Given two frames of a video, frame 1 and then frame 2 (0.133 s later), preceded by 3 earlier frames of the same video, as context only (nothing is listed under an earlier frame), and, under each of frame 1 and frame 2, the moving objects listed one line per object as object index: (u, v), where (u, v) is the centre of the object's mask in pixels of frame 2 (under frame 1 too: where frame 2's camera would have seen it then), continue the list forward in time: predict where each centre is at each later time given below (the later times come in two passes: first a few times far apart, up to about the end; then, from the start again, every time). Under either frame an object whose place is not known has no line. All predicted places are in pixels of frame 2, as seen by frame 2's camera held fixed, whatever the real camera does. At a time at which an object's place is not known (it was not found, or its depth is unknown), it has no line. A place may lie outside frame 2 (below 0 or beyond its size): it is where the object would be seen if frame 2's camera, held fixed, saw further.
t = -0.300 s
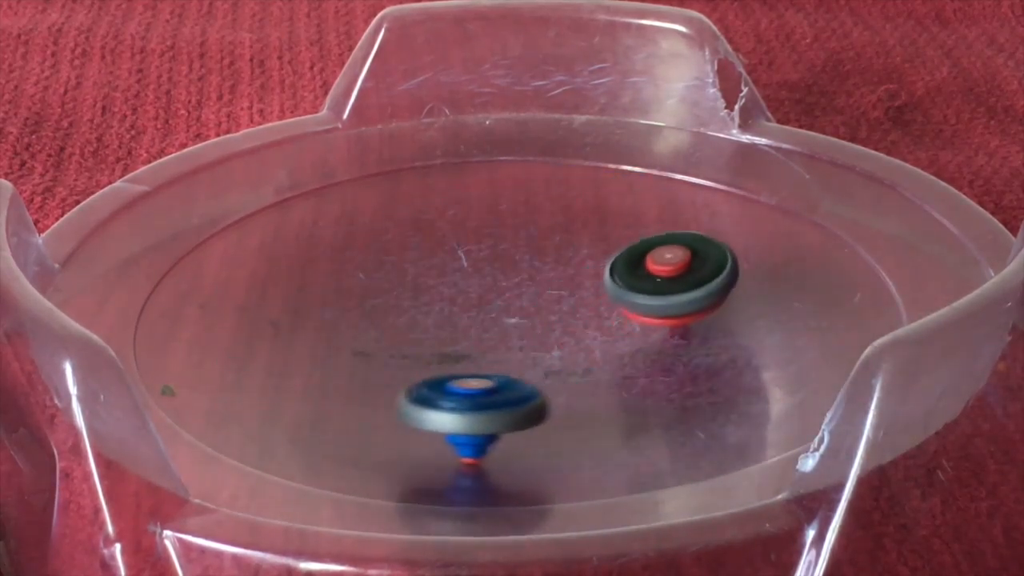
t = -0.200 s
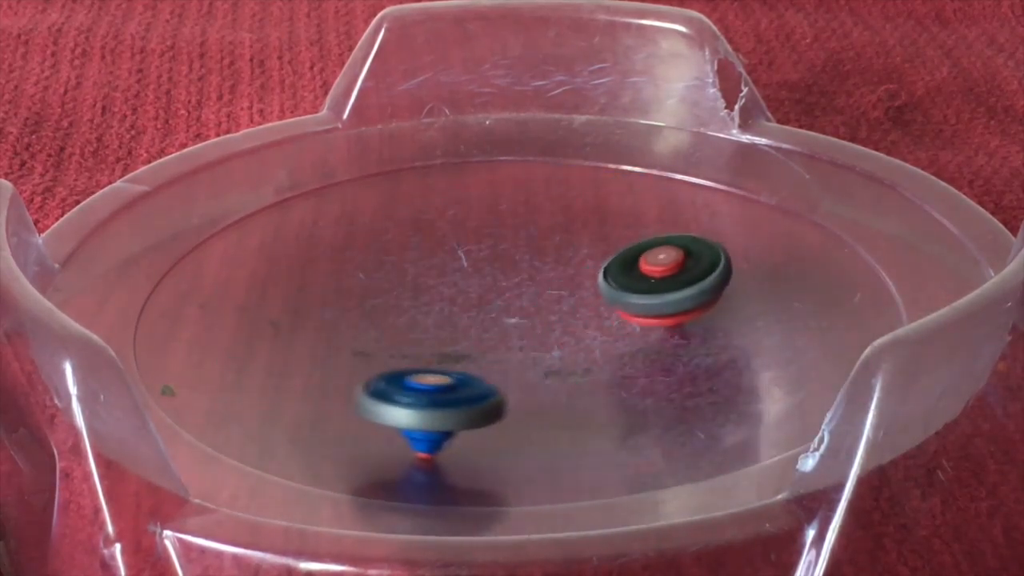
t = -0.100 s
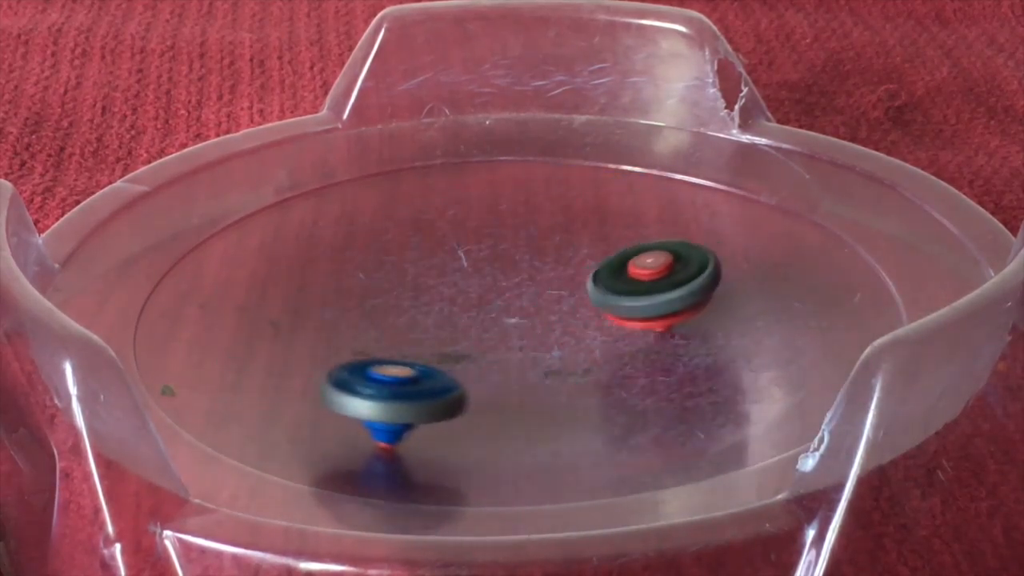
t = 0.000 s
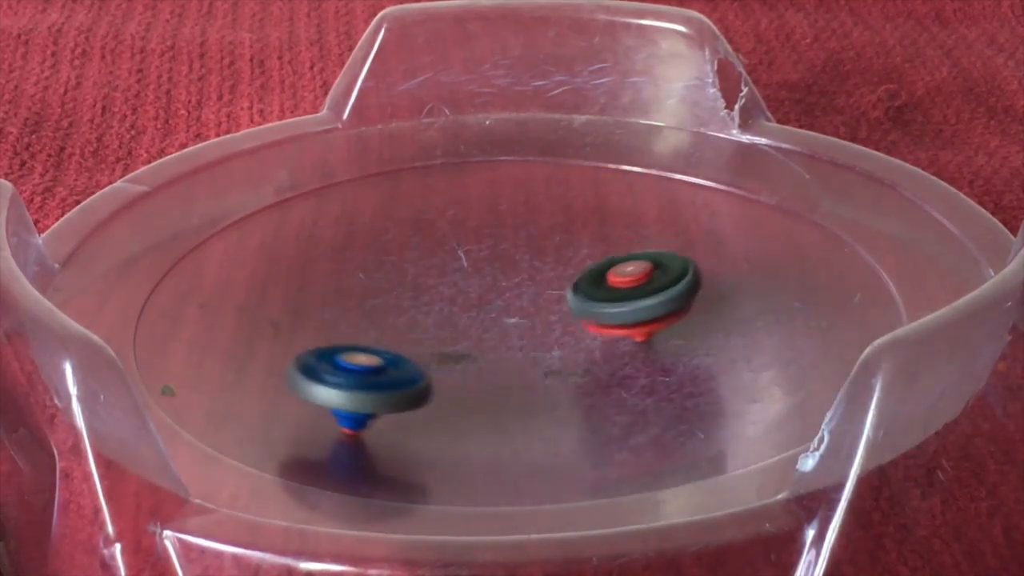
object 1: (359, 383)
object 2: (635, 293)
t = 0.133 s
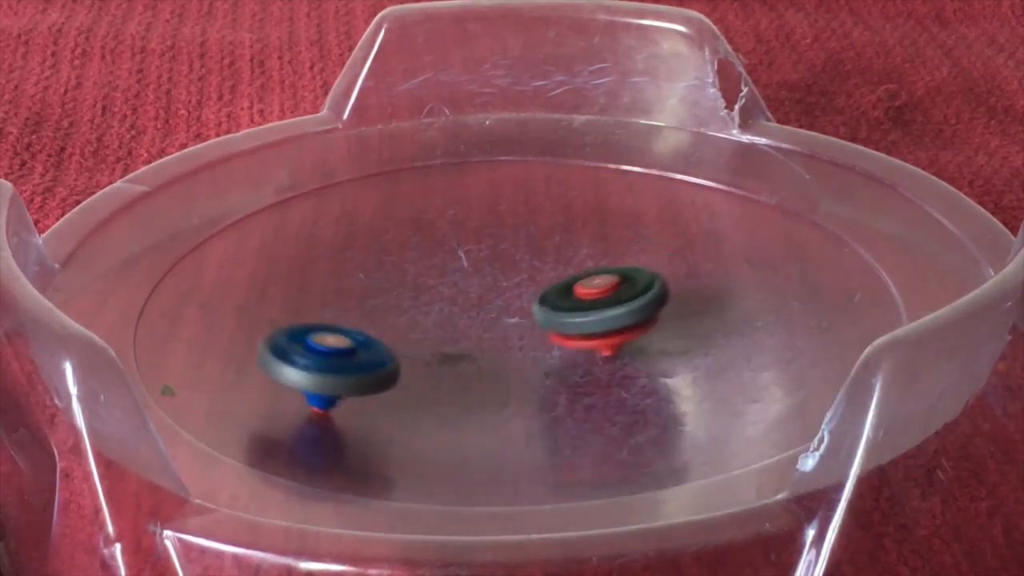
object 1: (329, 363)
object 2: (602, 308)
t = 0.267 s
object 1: (318, 343)
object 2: (559, 321)
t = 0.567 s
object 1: (268, 253)
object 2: (634, 372)
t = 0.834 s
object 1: (219, 224)
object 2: (756, 359)
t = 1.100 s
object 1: (362, 289)
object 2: (712, 338)
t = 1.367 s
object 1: (501, 315)
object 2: (724, 307)
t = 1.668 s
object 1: (636, 322)
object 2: (777, 272)
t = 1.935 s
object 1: (632, 330)
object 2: (764, 252)
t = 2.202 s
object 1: (553, 363)
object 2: (674, 271)
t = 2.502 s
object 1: (498, 380)
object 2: (476, 302)
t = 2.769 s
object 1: (447, 359)
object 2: (336, 312)
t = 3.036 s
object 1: (470, 356)
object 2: (212, 236)
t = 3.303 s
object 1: (476, 330)
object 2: (232, 230)
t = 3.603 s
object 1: (472, 323)
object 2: (348, 285)
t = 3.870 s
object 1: (625, 348)
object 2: (398, 323)
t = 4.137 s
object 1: (685, 357)
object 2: (509, 379)
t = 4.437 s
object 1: (620, 346)
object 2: (494, 411)
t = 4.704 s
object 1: (518, 327)
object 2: (465, 406)
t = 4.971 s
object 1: (443, 291)
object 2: (483, 368)
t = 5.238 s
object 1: (377, 256)
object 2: (648, 338)
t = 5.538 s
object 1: (408, 291)
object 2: (759, 286)
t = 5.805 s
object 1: (445, 345)
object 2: (739, 289)
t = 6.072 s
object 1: (421, 384)
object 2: (586, 310)
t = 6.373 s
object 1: (384, 386)
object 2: (348, 295)
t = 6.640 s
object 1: (445, 365)
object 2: (306, 283)
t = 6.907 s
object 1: (548, 352)
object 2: (349, 305)
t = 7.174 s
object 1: (636, 360)
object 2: (492, 357)
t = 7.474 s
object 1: (589, 367)
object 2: (439, 365)
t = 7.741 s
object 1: (559, 337)
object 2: (409, 341)
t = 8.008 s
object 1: (614, 311)
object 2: (459, 321)
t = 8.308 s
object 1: (622, 334)
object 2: (497, 330)
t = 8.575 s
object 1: (620, 396)
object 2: (448, 331)
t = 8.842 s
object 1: (634, 380)
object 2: (436, 328)
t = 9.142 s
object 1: (603, 390)
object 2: (457, 335)
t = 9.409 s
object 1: (618, 382)
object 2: (469, 352)
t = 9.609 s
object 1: (616, 383)
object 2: (458, 356)
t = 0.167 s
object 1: (324, 358)
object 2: (592, 311)
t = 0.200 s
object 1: (322, 353)
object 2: (582, 315)
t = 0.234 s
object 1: (320, 347)
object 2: (571, 318)
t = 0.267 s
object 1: (318, 343)
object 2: (559, 321)
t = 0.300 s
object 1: (319, 338)
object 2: (549, 325)
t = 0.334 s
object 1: (321, 334)
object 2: (537, 328)
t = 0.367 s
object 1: (326, 330)
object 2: (526, 331)
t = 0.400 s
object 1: (333, 326)
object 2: (515, 334)
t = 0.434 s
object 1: (341, 321)
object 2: (503, 336)
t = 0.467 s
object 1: (350, 316)
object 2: (492, 338)
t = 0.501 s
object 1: (343, 304)
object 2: (494, 343)
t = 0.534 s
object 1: (296, 273)
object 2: (572, 362)
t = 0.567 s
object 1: (268, 253)
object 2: (634, 372)
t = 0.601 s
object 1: (252, 242)
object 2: (679, 375)
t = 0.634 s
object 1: (239, 235)
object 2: (714, 375)
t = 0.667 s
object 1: (227, 228)
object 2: (733, 373)
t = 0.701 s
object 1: (218, 221)
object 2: (741, 371)
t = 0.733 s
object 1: (210, 216)
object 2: (748, 368)
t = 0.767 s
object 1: (209, 215)
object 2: (753, 364)
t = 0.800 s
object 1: (213, 220)
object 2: (756, 362)
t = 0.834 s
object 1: (219, 224)
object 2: (756, 359)
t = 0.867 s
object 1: (228, 227)
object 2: (755, 356)
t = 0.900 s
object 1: (241, 232)
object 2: (752, 354)
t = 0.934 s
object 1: (256, 239)
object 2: (749, 351)
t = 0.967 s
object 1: (273, 247)
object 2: (743, 348)
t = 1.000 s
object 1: (292, 259)
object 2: (737, 346)
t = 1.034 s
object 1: (314, 270)
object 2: (730, 343)
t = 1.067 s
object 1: (337, 280)
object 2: (721, 341)
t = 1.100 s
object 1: (362, 289)
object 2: (712, 338)
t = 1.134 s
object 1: (387, 295)
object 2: (701, 336)
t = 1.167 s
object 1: (415, 302)
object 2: (690, 333)
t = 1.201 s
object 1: (440, 307)
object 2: (677, 329)
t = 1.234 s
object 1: (468, 312)
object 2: (661, 326)
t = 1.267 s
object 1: (494, 314)
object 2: (645, 322)
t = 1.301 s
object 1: (510, 318)
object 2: (646, 317)
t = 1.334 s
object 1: (506, 316)
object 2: (672, 308)
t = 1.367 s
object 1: (501, 315)
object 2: (724, 307)
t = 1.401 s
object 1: (505, 315)
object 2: (757, 302)
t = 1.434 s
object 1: (518, 316)
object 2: (777, 298)
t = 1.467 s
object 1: (535, 319)
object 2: (786, 294)
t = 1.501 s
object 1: (554, 322)
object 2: (788, 290)
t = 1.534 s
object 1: (572, 322)
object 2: (788, 286)
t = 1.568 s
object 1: (590, 322)
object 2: (788, 282)
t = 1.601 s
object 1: (605, 322)
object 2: (786, 278)
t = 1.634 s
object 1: (622, 322)
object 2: (782, 274)
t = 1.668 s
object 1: (636, 322)
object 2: (777, 272)
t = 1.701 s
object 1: (651, 320)
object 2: (771, 269)
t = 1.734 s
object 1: (652, 321)
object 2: (782, 261)
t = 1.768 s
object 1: (653, 324)
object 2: (790, 257)
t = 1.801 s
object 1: (655, 324)
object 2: (788, 255)
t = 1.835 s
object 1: (654, 324)
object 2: (784, 253)
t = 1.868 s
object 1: (650, 325)
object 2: (779, 252)
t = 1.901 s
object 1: (642, 328)
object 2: (772, 252)
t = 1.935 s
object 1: (632, 330)
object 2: (764, 252)
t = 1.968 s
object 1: (622, 334)
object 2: (755, 254)
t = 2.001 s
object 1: (612, 338)
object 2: (745, 255)
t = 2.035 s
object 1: (601, 342)
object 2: (734, 257)
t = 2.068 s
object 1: (591, 347)
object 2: (723, 260)
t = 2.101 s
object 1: (581, 351)
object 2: (712, 263)
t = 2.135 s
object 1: (571, 355)
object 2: (700, 265)
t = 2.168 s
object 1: (561, 360)
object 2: (689, 268)
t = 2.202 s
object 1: (553, 363)
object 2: (674, 271)
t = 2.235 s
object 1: (543, 368)
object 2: (659, 274)
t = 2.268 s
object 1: (535, 371)
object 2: (641, 278)
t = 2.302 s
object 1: (528, 375)
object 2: (621, 282)
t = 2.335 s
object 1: (523, 377)
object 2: (601, 286)
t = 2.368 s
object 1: (517, 379)
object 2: (578, 290)
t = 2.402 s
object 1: (513, 380)
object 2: (553, 294)
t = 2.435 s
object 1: (508, 380)
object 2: (527, 297)
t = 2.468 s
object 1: (503, 381)
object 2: (503, 300)
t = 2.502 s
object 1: (498, 380)
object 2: (476, 302)
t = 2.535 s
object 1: (493, 378)
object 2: (454, 304)
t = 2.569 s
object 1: (487, 377)
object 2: (434, 306)
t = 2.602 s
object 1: (481, 374)
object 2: (415, 309)
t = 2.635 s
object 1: (475, 371)
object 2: (396, 310)
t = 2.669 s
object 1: (468, 368)
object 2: (377, 311)
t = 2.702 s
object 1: (463, 366)
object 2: (361, 312)
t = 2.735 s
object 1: (455, 362)
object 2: (347, 312)
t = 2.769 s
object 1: (447, 359)
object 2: (336, 312)
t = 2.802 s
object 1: (441, 356)
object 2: (326, 311)
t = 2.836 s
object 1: (446, 357)
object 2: (299, 297)
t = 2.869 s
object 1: (452, 361)
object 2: (272, 279)
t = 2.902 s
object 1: (455, 362)
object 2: (252, 265)
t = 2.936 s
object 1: (459, 362)
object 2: (239, 254)
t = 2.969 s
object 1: (464, 361)
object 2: (228, 247)
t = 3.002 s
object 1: (468, 359)
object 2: (219, 241)
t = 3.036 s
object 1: (470, 356)
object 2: (212, 236)
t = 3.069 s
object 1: (473, 353)
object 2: (206, 232)
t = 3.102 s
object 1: (475, 350)
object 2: (202, 228)
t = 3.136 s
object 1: (477, 346)
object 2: (200, 225)
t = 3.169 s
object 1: (478, 343)
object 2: (204, 226)
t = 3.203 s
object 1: (479, 340)
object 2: (211, 226)
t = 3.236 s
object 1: (478, 336)
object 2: (217, 228)
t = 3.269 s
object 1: (477, 333)
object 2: (224, 229)
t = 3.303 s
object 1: (476, 330)
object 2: (232, 230)
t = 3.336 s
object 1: (473, 326)
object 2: (239, 232)
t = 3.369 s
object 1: (471, 323)
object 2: (246, 234)
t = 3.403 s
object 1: (468, 320)
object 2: (254, 236)
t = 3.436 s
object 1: (465, 319)
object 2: (263, 240)
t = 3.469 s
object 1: (463, 319)
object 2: (273, 246)
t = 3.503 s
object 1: (460, 320)
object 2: (286, 253)
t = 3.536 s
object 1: (461, 321)
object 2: (303, 262)
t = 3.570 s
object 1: (462, 321)
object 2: (324, 273)
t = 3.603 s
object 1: (472, 323)
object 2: (348, 285)
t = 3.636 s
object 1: (496, 327)
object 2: (356, 289)
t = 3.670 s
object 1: (530, 335)
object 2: (349, 286)
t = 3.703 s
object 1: (554, 340)
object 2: (352, 289)
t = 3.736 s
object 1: (569, 342)
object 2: (359, 295)
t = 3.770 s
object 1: (584, 341)
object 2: (367, 301)
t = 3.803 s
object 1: (599, 344)
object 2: (376, 308)
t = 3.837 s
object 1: (611, 345)
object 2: (386, 315)
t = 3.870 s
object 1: (625, 348)
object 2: (398, 323)
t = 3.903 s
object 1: (635, 350)
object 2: (410, 331)
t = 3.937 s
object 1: (646, 351)
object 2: (426, 340)
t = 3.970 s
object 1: (656, 352)
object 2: (442, 348)
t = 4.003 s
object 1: (665, 353)
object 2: (458, 355)
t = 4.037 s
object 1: (674, 355)
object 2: (471, 362)
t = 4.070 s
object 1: (679, 356)
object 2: (483, 368)
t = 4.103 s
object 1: (685, 357)
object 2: (497, 374)
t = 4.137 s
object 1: (685, 357)
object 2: (509, 379)
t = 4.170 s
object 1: (682, 358)
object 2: (522, 383)
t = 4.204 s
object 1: (676, 358)
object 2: (532, 386)
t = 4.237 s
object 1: (670, 358)
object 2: (540, 390)
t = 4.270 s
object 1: (668, 355)
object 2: (523, 396)
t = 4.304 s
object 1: (664, 352)
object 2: (508, 401)
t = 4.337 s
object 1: (655, 350)
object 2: (501, 404)
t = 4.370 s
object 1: (646, 349)
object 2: (498, 407)
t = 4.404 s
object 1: (633, 347)
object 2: (497, 409)
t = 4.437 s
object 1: (620, 346)
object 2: (494, 411)
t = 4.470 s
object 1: (607, 345)
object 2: (491, 412)
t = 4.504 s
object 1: (593, 343)
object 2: (487, 413)
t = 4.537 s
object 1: (580, 341)
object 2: (483, 413)
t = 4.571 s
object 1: (566, 339)
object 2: (478, 412)
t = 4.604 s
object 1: (554, 336)
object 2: (475, 411)
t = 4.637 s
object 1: (542, 334)
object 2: (470, 410)
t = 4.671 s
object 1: (530, 331)
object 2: (467, 408)
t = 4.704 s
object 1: (518, 327)
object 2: (465, 406)
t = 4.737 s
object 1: (508, 324)
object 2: (464, 404)
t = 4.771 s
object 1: (496, 319)
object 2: (464, 400)
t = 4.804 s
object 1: (487, 315)
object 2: (464, 397)
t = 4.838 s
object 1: (476, 310)
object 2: (466, 394)
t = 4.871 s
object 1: (468, 306)
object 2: (468, 388)
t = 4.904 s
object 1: (459, 300)
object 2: (471, 382)
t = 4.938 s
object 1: (451, 296)
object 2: (477, 375)
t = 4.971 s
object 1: (443, 291)
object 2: (483, 368)
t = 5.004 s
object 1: (434, 287)
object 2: (489, 359)
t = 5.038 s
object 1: (424, 284)
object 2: (496, 348)
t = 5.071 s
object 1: (417, 283)
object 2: (504, 339)
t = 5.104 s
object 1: (412, 283)
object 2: (513, 329)
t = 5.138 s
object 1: (400, 270)
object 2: (549, 333)
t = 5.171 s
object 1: (387, 261)
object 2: (589, 339)
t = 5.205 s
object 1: (383, 259)
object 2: (619, 341)
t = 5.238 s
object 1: (377, 256)
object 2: (648, 338)
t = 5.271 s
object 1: (371, 255)
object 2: (671, 333)
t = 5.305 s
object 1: (370, 255)
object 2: (690, 326)
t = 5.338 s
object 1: (371, 258)
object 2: (707, 317)
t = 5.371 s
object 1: (375, 262)
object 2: (723, 309)
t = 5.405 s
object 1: (381, 267)
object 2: (735, 302)
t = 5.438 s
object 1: (387, 273)
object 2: (745, 296)
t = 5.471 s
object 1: (394, 277)
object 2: (752, 291)
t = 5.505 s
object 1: (402, 285)
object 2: (756, 289)
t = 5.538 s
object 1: (408, 291)
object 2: (759, 286)
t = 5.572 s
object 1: (415, 296)
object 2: (761, 284)
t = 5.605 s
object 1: (421, 305)
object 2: (763, 282)
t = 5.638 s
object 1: (427, 311)
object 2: (762, 282)
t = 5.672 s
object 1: (433, 318)
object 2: (760, 282)
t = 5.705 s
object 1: (436, 325)
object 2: (758, 283)
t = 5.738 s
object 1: (440, 332)
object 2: (753, 285)
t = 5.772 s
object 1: (443, 339)
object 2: (746, 287)
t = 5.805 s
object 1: (445, 345)
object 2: (739, 289)
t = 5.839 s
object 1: (446, 351)
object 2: (730, 292)
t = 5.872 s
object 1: (444, 357)
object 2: (719, 294)
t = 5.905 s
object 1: (443, 363)
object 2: (703, 298)
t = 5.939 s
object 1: (440, 369)
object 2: (686, 300)
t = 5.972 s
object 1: (437, 374)
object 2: (665, 303)
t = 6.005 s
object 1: (432, 378)
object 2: (643, 306)
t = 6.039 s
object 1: (427, 382)
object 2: (615, 309)
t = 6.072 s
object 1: (421, 384)
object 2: (586, 310)
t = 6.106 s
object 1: (415, 386)
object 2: (555, 310)
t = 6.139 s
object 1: (409, 389)
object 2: (527, 310)
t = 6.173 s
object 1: (402, 390)
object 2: (497, 310)
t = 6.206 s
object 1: (396, 391)
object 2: (469, 308)
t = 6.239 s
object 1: (390, 391)
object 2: (438, 306)
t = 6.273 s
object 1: (385, 391)
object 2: (412, 303)
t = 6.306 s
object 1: (383, 391)
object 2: (386, 301)
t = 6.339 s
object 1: (381, 389)
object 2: (365, 299)
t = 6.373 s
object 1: (384, 386)
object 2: (348, 295)
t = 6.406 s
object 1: (387, 384)
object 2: (335, 293)
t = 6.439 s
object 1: (393, 381)
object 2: (324, 290)
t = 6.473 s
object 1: (401, 377)
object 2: (317, 287)
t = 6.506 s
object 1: (407, 375)
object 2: (313, 286)
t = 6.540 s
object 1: (416, 372)
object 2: (309, 285)
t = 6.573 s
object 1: (427, 370)
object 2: (306, 284)
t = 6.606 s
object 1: (435, 368)
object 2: (305, 283)
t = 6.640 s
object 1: (445, 365)
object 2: (306, 283)
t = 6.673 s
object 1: (458, 363)
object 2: (307, 284)
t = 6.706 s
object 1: (470, 361)
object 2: (309, 286)
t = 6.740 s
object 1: (484, 359)
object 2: (313, 287)
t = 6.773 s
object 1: (495, 357)
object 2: (318, 290)
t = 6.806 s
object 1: (507, 355)
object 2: (323, 293)
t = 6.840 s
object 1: (522, 355)
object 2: (329, 296)
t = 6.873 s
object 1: (534, 353)
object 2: (338, 300)
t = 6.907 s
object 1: (548, 352)
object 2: (349, 305)
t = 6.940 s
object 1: (560, 352)
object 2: (364, 311)
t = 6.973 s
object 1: (571, 352)
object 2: (378, 318)
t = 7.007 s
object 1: (584, 351)
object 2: (395, 326)
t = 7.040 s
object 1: (596, 352)
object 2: (416, 332)
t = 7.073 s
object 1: (605, 353)
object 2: (438, 341)
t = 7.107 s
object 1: (614, 355)
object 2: (460, 348)
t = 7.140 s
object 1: (624, 355)
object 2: (484, 355)
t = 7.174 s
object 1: (636, 360)
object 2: (492, 357)
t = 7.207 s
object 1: (645, 358)
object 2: (489, 361)
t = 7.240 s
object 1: (645, 359)
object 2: (488, 363)
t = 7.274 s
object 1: (638, 361)
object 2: (488, 364)
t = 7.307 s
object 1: (631, 364)
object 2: (489, 365)
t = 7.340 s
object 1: (626, 366)
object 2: (484, 366)
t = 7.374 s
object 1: (618, 366)
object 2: (473, 368)
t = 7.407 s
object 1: (607, 367)
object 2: (460, 367)
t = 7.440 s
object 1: (597, 367)
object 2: (449, 366)
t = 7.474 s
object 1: (589, 367)
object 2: (439, 365)
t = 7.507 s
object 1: (582, 366)
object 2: (431, 364)
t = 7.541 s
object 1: (573, 362)
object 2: (423, 361)
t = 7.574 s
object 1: (567, 359)
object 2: (417, 358)
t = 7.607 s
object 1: (563, 356)
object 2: (412, 355)
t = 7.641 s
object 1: (560, 352)
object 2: (409, 351)
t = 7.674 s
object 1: (558, 347)
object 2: (407, 348)
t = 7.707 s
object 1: (557, 342)
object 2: (407, 344)
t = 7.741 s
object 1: (559, 337)
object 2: (409, 341)
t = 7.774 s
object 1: (563, 333)
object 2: (412, 337)
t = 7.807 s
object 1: (566, 330)
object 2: (417, 334)
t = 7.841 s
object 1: (568, 326)
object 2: (423, 331)
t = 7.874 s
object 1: (574, 321)
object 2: (430, 330)
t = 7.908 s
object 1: (581, 316)
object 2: (440, 327)
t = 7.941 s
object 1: (589, 313)
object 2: (451, 325)
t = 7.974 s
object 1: (597, 311)
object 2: (461, 323)
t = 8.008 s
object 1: (614, 311)
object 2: (459, 321)
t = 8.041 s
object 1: (622, 314)
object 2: (463, 320)
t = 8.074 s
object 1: (625, 314)
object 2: (468, 321)
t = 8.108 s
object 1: (629, 313)
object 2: (472, 321)
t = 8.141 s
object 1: (633, 311)
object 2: (478, 322)
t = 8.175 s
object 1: (638, 313)
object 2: (484, 323)
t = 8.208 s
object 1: (638, 317)
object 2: (489, 325)
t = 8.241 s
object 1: (634, 324)
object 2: (494, 328)
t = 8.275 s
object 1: (627, 329)
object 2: (499, 330)
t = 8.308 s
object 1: (622, 334)
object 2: (497, 330)
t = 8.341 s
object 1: (615, 332)
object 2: (488, 329)
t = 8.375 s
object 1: (605, 351)
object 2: (478, 326)
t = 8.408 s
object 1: (599, 369)
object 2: (471, 327)
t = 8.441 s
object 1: (601, 379)
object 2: (466, 328)
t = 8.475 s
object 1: (605, 390)
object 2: (462, 329)
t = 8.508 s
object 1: (610, 395)
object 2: (458, 330)
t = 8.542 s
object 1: (615, 396)
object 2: (453, 331)
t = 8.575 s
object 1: (620, 396)
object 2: (448, 331)
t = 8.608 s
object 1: (618, 397)
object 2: (445, 331)
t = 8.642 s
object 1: (615, 396)
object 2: (442, 331)
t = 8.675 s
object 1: (612, 394)
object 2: (440, 330)
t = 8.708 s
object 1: (615, 391)
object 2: (437, 329)
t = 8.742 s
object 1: (618, 385)
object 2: (435, 329)
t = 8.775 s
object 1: (624, 381)
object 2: (434, 328)
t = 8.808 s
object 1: (631, 380)
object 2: (435, 327)
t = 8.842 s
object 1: (634, 380)
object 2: (436, 328)
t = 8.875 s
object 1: (633, 380)
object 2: (437, 329)
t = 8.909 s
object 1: (630, 380)
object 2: (436, 329)
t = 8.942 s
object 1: (627, 381)
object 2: (438, 328)
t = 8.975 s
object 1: (623, 381)
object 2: (442, 328)
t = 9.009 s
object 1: (618, 383)
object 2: (446, 330)
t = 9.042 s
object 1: (613, 384)
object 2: (447, 331)
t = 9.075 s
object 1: (608, 386)
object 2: (450, 331)
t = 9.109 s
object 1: (605, 388)
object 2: (455, 333)
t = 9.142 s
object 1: (603, 390)
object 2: (457, 335)
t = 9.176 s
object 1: (603, 391)
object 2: (460, 337)
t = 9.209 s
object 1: (602, 391)
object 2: (463, 338)
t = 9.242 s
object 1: (603, 390)
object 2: (466, 341)
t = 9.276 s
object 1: (605, 388)
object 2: (467, 343)
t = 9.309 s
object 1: (607, 386)
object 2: (469, 346)
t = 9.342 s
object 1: (611, 385)
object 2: (470, 349)
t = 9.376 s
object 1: (614, 383)
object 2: (469, 351)
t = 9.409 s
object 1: (618, 382)
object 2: (469, 352)
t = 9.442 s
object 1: (622, 381)
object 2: (468, 354)
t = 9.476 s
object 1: (624, 381)
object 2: (466, 354)
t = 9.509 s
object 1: (624, 381)
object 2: (465, 356)
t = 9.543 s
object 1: (622, 381)
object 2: (462, 356)
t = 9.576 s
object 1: (619, 382)
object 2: (460, 356)
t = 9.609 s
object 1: (616, 383)
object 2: (458, 356)
